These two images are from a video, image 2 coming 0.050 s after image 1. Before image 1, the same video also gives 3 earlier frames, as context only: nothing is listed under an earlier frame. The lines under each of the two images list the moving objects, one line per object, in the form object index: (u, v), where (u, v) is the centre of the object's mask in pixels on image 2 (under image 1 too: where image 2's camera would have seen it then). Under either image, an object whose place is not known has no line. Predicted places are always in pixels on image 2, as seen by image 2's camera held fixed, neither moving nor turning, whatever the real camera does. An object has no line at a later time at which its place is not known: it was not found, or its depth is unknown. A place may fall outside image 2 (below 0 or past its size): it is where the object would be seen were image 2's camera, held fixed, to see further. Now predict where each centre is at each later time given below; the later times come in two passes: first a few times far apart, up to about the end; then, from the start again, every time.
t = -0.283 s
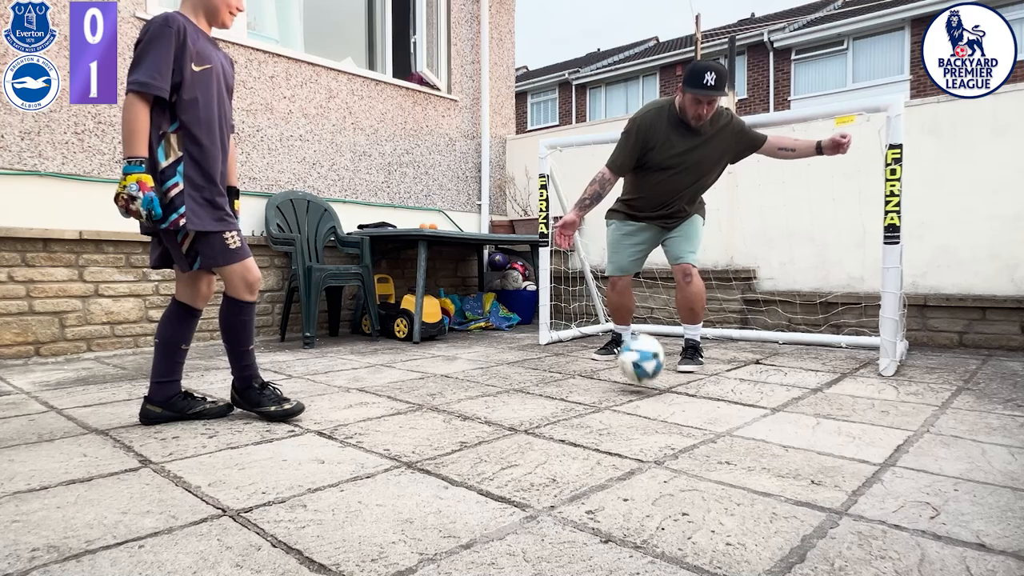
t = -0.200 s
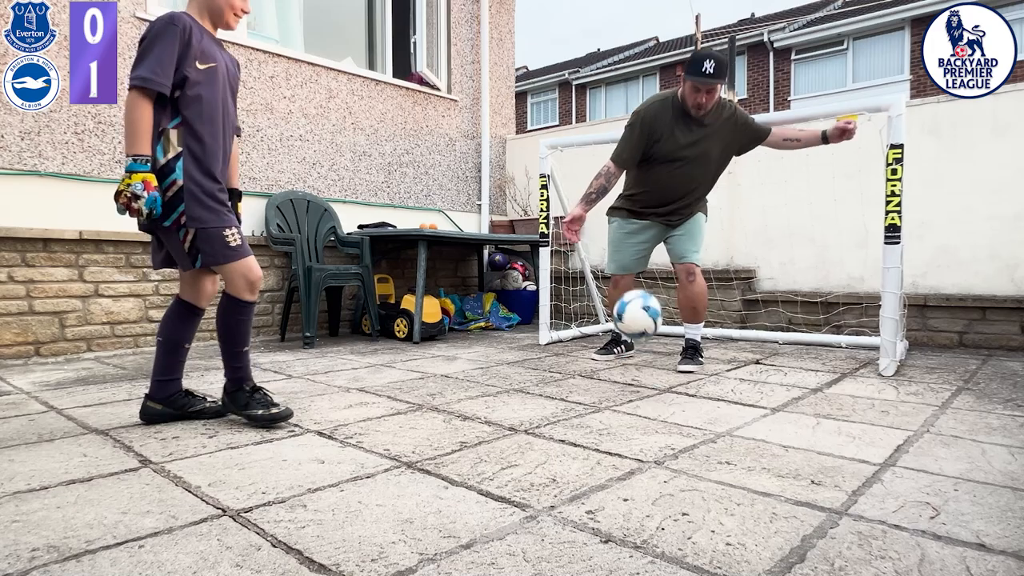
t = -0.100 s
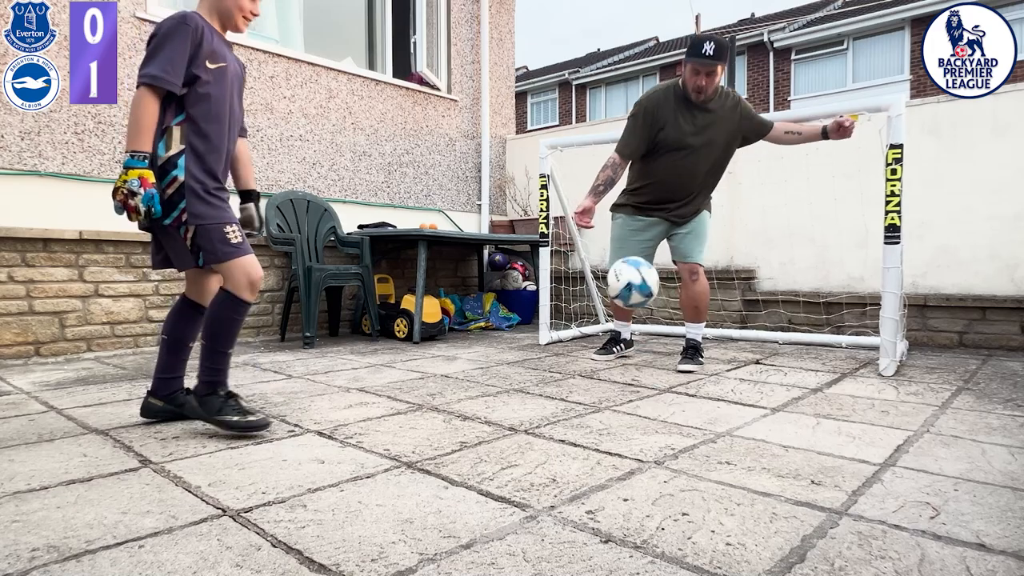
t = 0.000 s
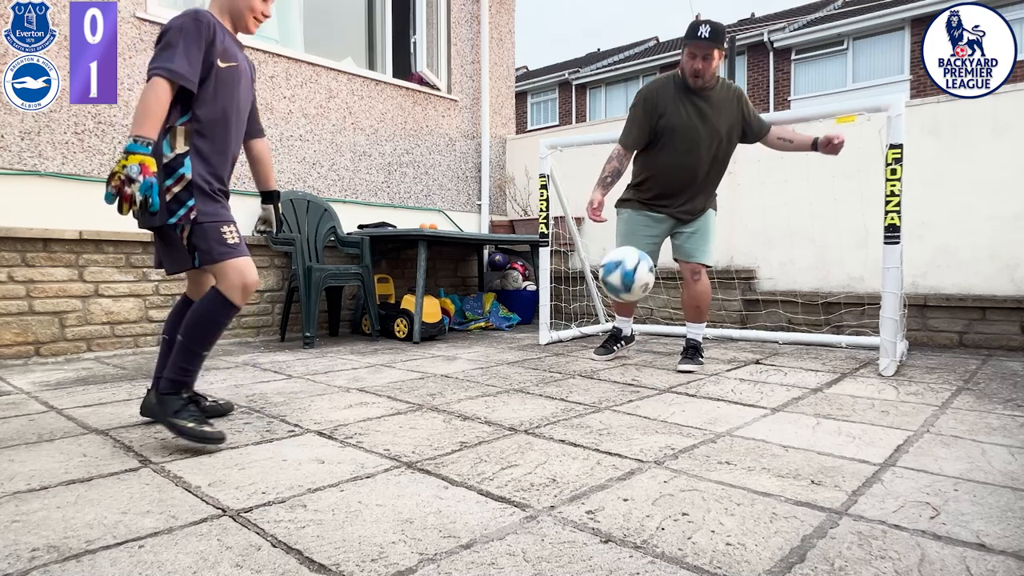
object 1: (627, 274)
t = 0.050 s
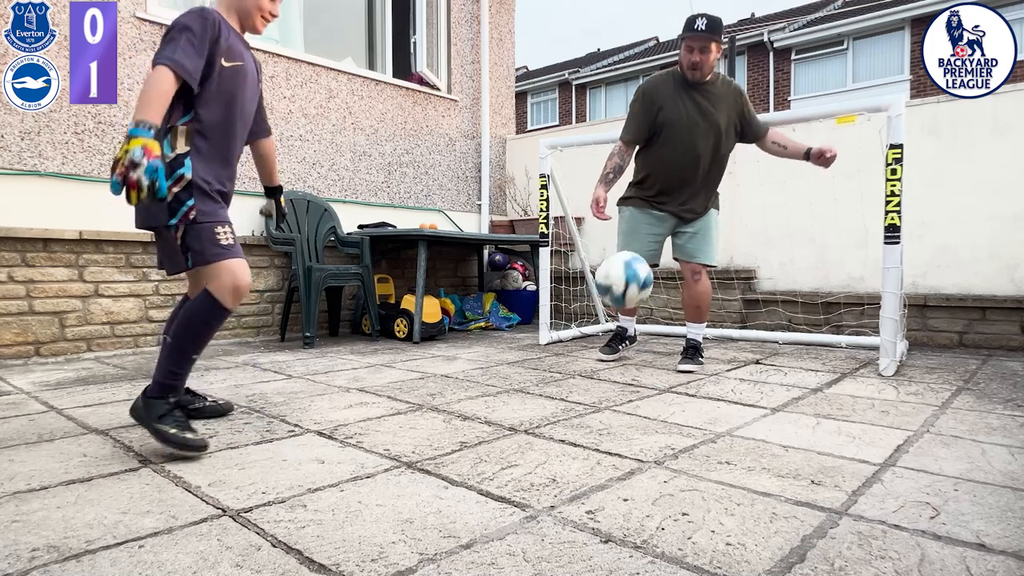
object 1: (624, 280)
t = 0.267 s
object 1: (607, 408)
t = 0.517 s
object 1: (570, 340)
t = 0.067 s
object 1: (623, 283)
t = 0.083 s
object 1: (622, 288)
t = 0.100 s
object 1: (620, 293)
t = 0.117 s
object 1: (620, 299)
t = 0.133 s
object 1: (619, 307)
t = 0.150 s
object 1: (618, 316)
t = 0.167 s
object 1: (617, 325)
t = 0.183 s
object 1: (616, 335)
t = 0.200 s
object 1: (613, 347)
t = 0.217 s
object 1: (612, 359)
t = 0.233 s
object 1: (610, 374)
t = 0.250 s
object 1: (609, 389)
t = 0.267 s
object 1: (607, 408)
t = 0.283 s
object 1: (606, 420)
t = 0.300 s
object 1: (604, 411)
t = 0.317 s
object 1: (602, 400)
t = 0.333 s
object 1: (599, 390)
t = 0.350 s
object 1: (597, 381)
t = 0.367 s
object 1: (595, 373)
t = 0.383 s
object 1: (592, 365)
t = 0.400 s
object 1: (590, 359)
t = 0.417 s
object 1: (588, 353)
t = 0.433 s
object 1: (585, 349)
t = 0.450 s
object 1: (582, 345)
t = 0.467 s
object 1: (580, 342)
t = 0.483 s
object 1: (576, 340)
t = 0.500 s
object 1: (574, 339)
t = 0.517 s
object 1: (570, 340)
